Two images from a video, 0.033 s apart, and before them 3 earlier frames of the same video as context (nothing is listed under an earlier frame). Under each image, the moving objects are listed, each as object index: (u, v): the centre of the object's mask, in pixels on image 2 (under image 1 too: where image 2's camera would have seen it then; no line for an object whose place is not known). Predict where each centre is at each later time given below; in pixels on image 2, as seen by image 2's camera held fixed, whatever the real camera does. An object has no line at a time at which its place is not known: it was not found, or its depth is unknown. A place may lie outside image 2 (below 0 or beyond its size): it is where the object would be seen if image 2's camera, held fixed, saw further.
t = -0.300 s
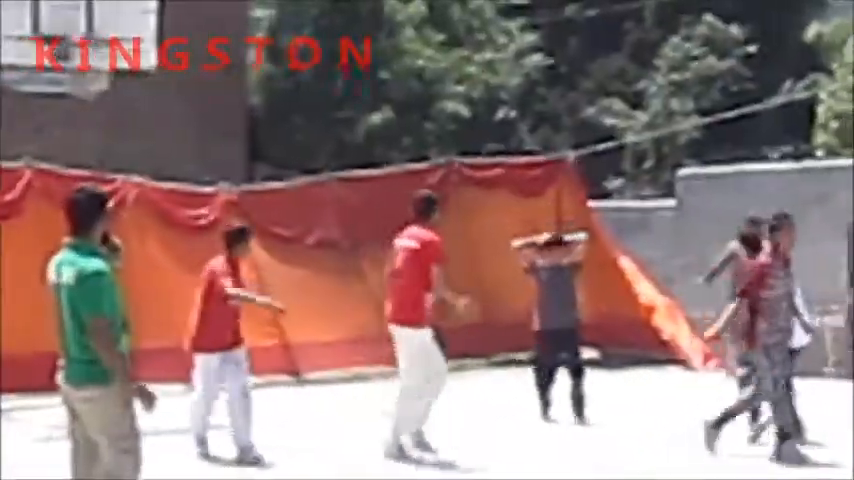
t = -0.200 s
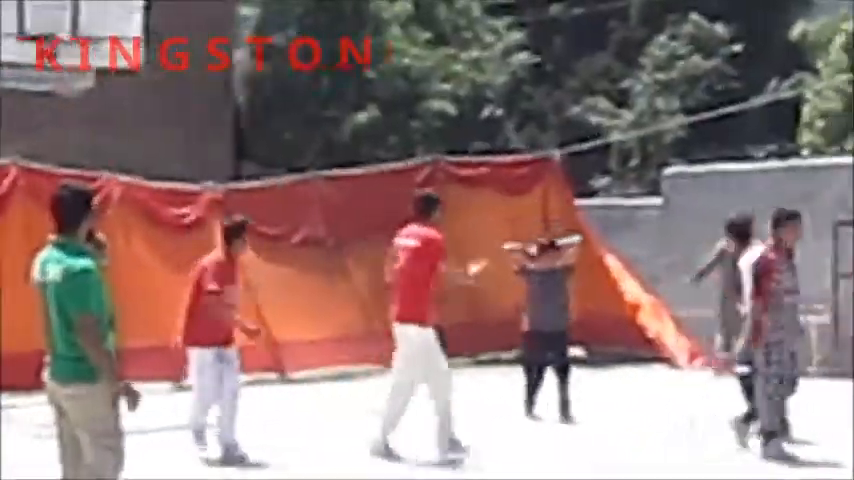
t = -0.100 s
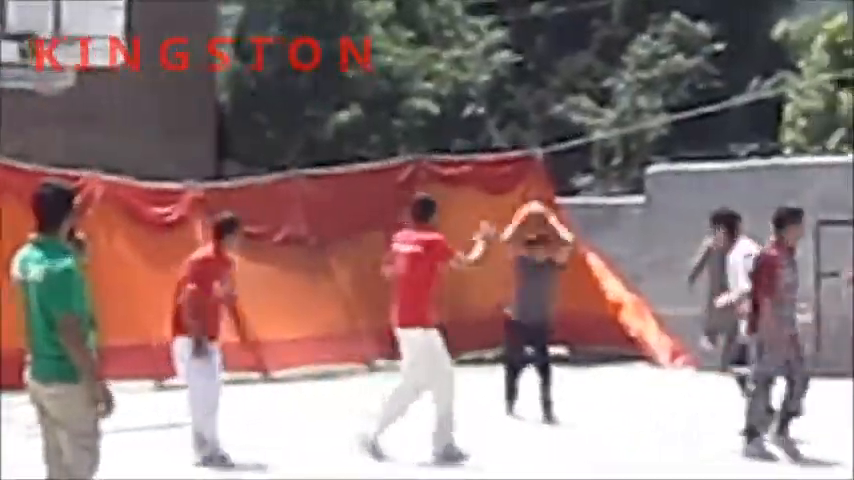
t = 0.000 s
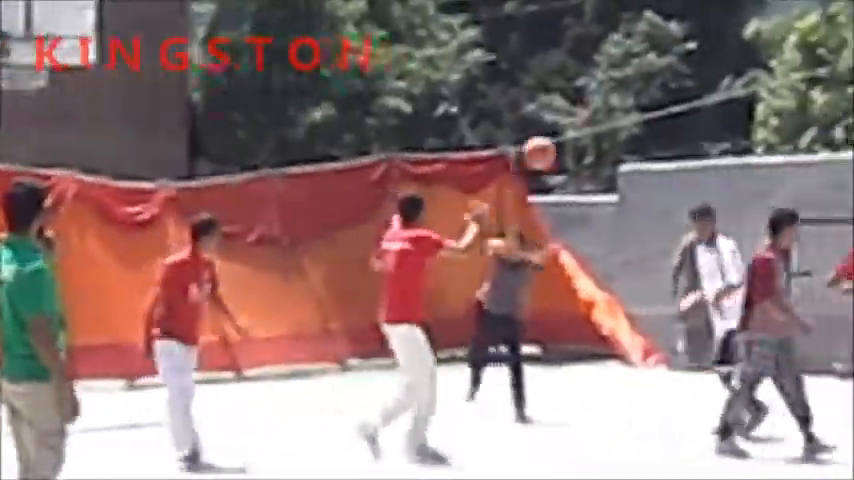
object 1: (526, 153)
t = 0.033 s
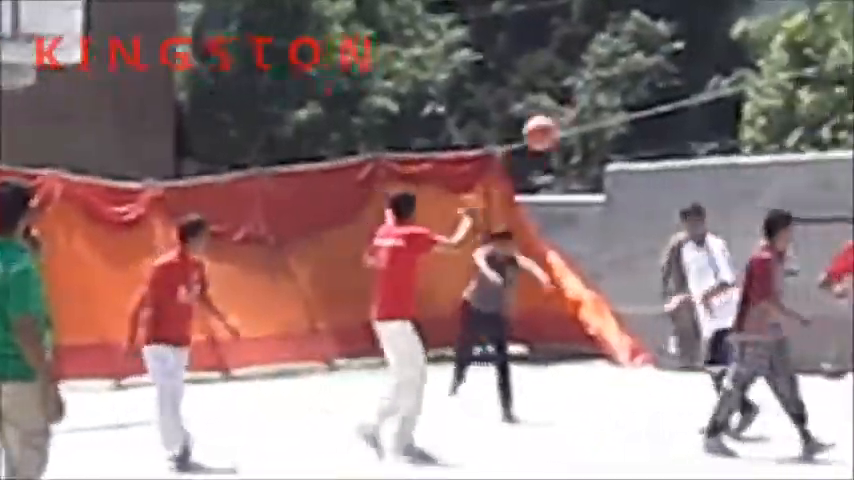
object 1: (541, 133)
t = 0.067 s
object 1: (551, 115)
